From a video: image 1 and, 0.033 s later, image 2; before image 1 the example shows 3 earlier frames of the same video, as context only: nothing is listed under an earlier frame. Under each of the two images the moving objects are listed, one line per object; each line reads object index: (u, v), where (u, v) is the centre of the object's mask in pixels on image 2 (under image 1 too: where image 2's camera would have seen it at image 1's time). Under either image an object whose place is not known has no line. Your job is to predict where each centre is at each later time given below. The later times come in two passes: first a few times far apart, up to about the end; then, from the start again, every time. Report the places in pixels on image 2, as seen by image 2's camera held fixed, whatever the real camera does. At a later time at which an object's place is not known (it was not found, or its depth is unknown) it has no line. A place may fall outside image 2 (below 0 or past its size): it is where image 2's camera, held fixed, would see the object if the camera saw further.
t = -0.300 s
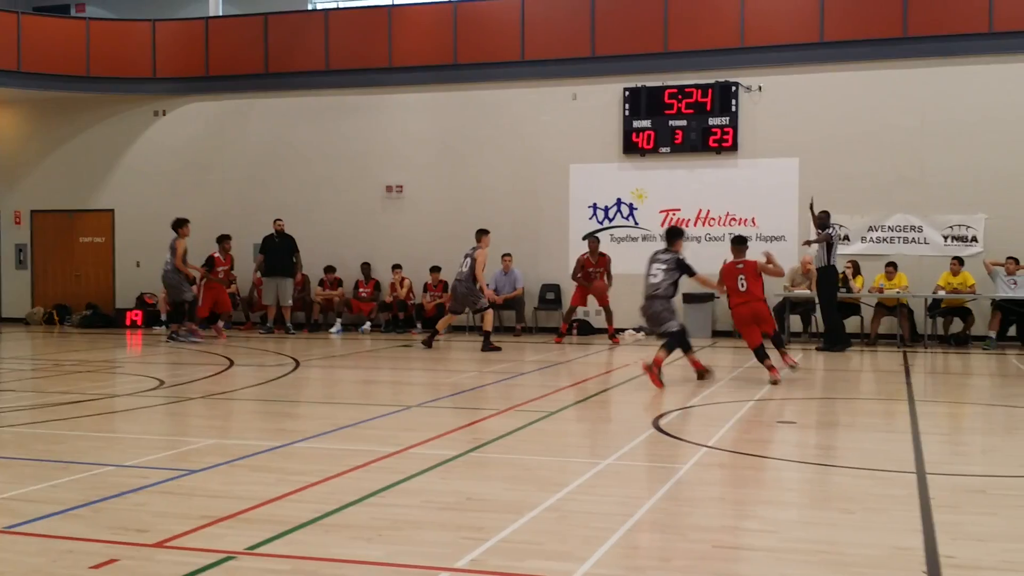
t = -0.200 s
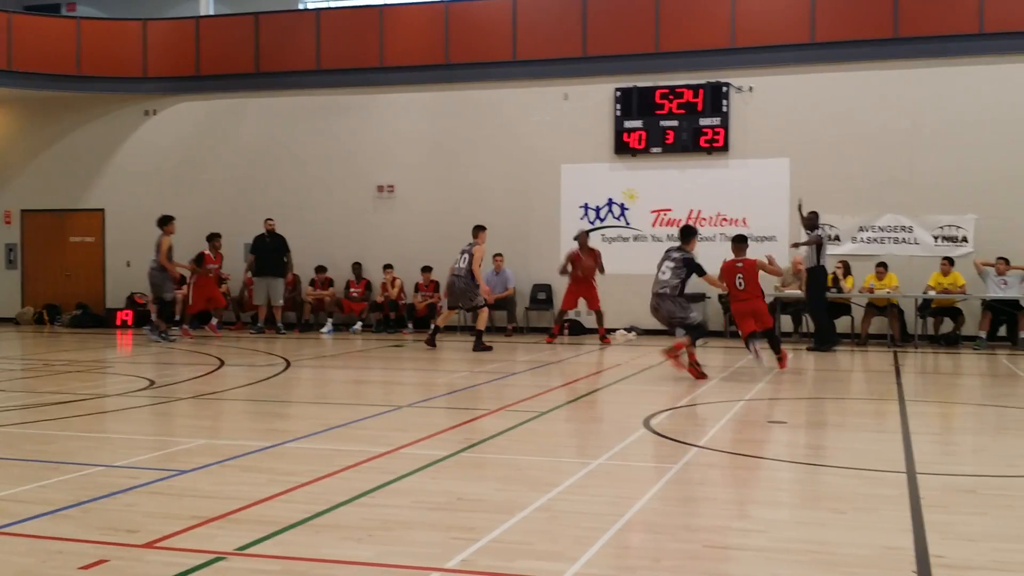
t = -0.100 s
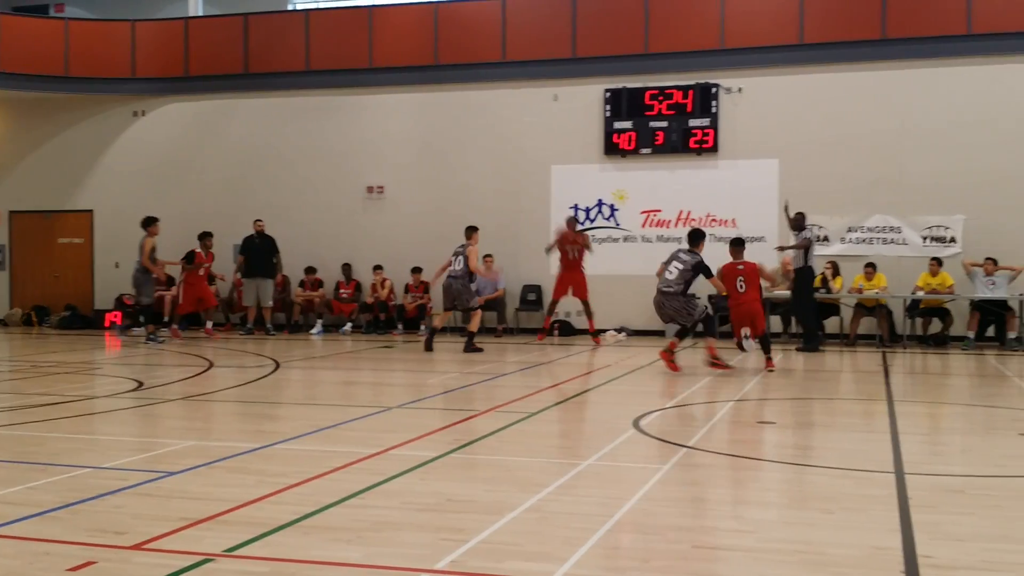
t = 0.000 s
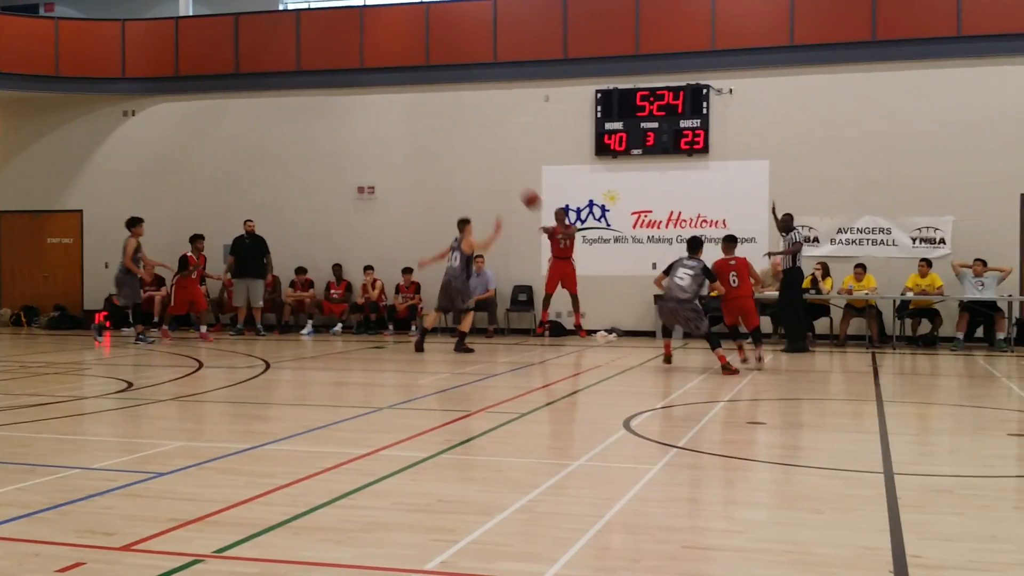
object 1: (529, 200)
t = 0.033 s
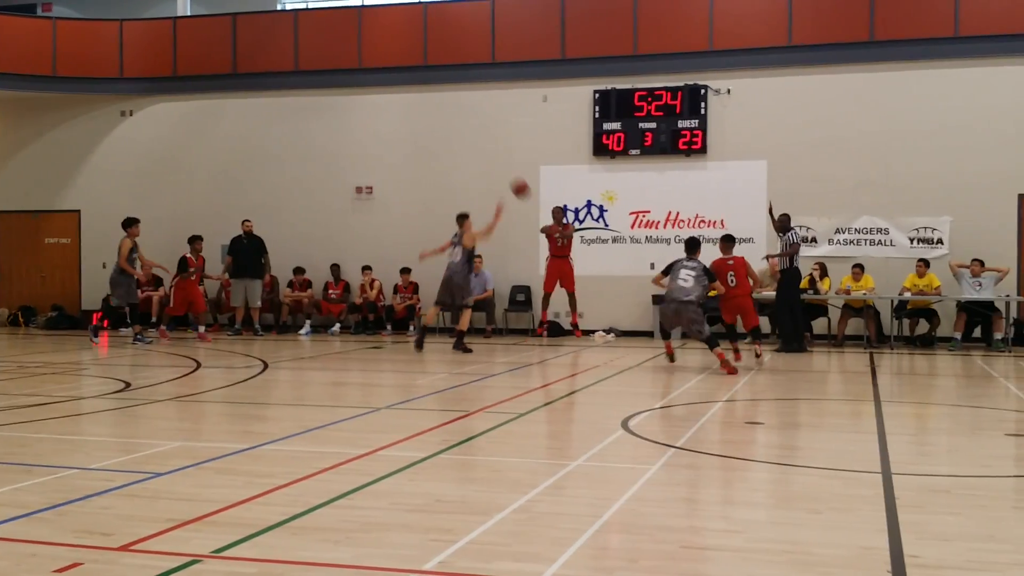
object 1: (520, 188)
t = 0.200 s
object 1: (469, 138)
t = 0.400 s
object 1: (396, 93)
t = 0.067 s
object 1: (510, 177)
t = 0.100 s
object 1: (501, 167)
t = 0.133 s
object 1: (490, 156)
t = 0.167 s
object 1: (480, 146)
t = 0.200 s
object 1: (469, 138)
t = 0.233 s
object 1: (458, 129)
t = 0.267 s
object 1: (446, 121)
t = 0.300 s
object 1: (434, 113)
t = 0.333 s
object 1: (422, 106)
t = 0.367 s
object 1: (409, 100)
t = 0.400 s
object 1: (396, 93)
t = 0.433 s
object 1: (382, 89)
